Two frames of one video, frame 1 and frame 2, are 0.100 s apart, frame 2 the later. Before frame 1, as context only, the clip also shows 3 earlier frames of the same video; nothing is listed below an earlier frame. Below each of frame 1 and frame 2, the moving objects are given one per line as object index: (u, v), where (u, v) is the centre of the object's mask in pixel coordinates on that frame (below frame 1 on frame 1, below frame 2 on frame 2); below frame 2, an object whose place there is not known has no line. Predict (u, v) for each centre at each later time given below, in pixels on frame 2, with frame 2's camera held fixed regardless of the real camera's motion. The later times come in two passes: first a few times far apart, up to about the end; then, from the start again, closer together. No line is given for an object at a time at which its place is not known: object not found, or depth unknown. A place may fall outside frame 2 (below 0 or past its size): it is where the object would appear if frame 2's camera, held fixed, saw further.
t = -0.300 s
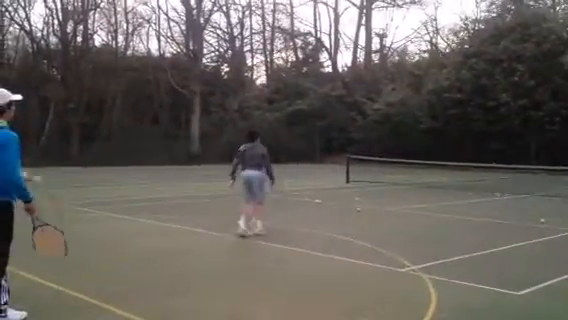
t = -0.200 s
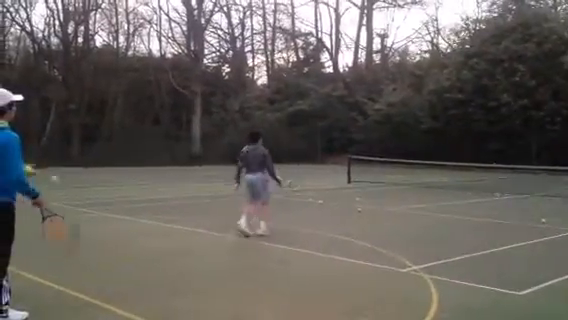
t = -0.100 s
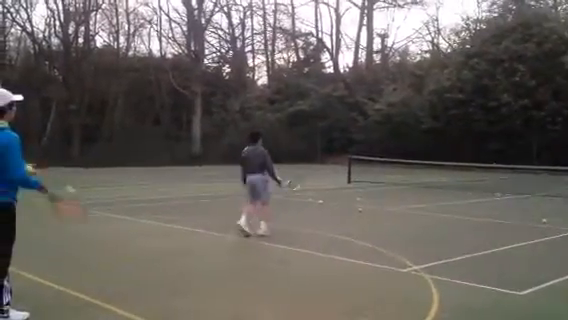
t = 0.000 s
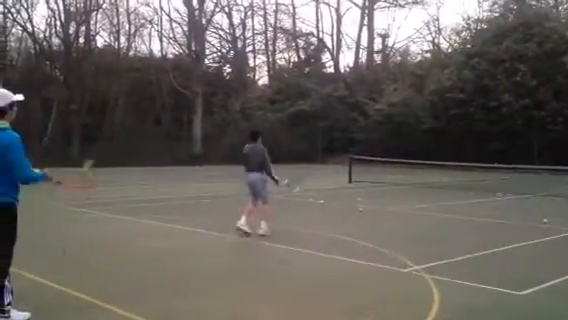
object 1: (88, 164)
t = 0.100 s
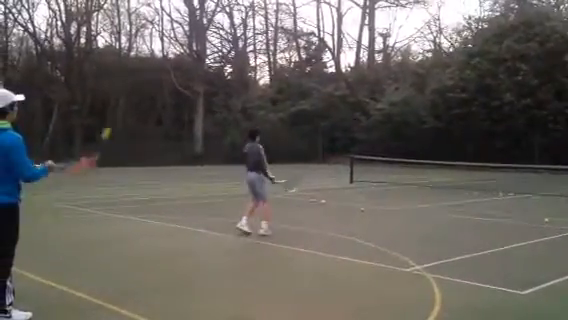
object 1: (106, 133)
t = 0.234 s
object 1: (126, 108)
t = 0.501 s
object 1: (159, 114)
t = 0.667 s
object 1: (176, 147)
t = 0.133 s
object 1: (111, 124)
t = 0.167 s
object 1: (116, 118)
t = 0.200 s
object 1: (121, 113)
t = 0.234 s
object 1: (126, 108)
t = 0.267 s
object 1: (130, 106)
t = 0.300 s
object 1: (135, 105)
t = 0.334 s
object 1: (139, 102)
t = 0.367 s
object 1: (143, 103)
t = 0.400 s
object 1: (148, 105)
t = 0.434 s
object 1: (151, 107)
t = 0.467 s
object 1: (154, 110)
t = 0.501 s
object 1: (159, 114)
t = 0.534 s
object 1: (163, 119)
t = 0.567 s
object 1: (166, 124)
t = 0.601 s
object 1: (170, 131)
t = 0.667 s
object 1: (176, 147)
